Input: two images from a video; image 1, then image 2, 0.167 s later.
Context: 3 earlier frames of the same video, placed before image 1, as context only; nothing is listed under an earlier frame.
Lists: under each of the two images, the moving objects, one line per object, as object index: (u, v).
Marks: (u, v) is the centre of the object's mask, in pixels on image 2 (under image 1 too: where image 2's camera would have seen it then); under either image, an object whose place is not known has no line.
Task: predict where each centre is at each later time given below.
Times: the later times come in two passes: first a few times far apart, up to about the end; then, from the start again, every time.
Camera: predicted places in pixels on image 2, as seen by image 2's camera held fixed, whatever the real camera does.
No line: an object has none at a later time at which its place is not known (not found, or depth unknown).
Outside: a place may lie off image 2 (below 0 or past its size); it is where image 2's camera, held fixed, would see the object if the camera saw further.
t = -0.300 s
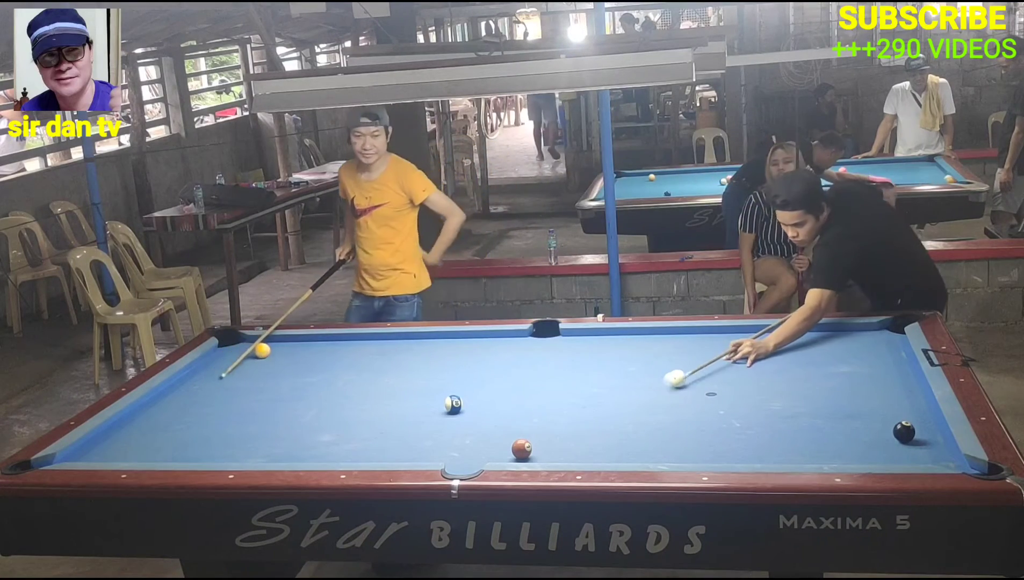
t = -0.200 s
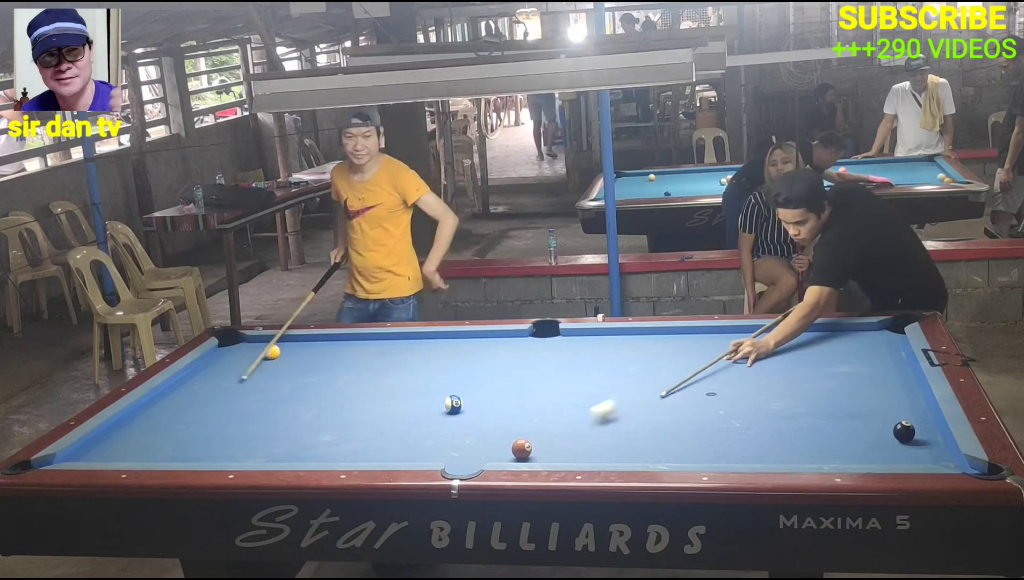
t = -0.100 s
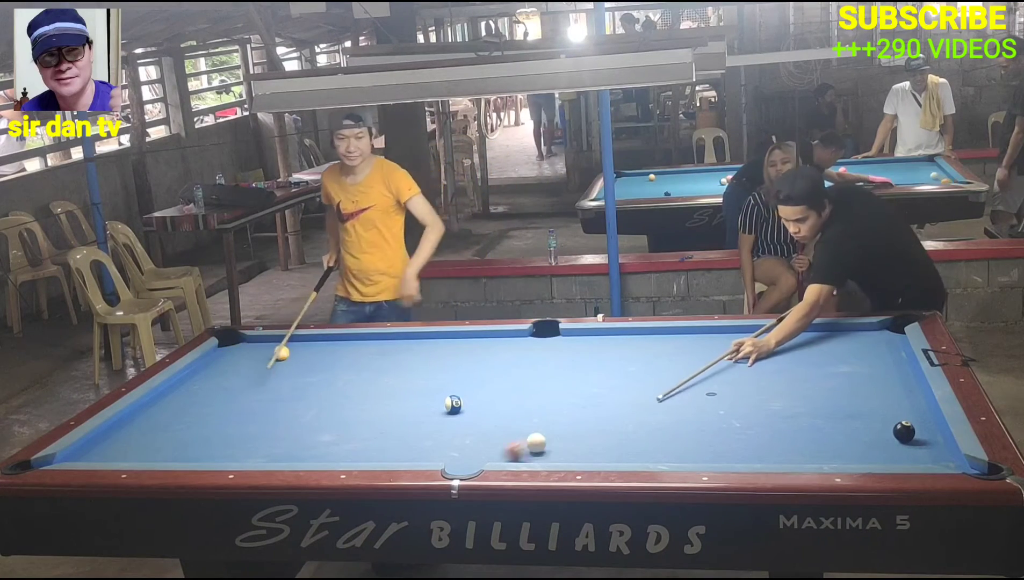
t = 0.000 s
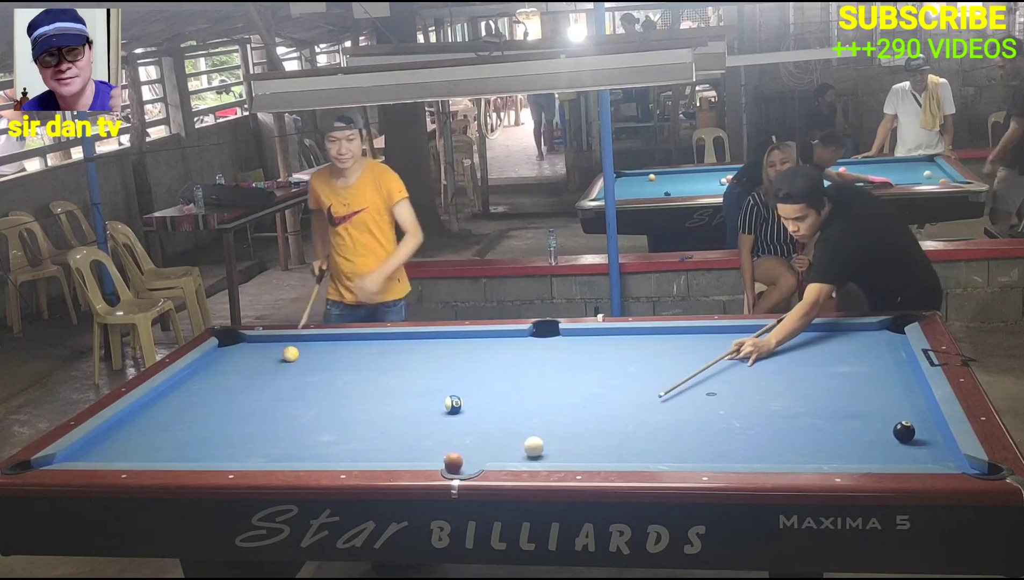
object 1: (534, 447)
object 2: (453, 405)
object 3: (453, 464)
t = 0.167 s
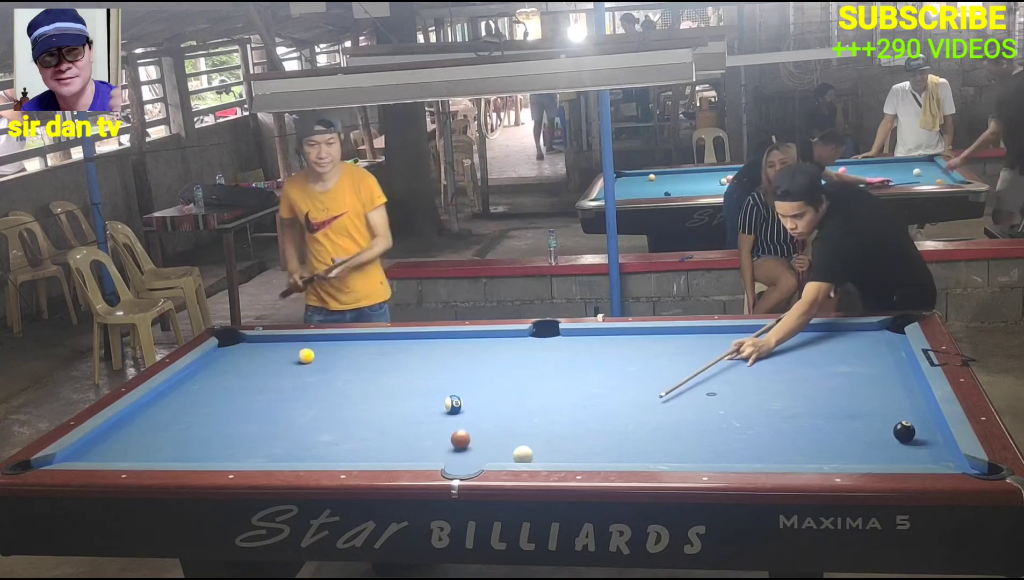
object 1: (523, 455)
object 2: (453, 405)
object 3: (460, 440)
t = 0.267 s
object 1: (517, 457)
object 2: (453, 405)
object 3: (464, 428)
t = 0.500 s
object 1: (528, 455)
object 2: (451, 405)
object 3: (473, 403)
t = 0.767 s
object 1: (543, 451)
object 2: (439, 404)
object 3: (495, 378)
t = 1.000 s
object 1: (554, 446)
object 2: (429, 404)
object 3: (512, 359)
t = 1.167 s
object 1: (561, 443)
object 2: (423, 404)
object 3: (523, 347)
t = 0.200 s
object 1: (521, 456)
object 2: (453, 405)
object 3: (461, 437)
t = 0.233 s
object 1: (519, 456)
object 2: (453, 405)
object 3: (463, 433)
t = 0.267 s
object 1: (517, 457)
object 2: (453, 405)
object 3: (464, 428)
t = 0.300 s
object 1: (516, 458)
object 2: (453, 405)
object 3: (465, 424)
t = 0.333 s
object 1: (518, 457)
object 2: (453, 405)
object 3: (466, 421)
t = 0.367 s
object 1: (521, 457)
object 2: (453, 405)
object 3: (467, 417)
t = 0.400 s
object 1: (522, 456)
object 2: (453, 405)
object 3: (468, 414)
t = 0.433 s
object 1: (525, 456)
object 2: (453, 405)
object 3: (469, 410)
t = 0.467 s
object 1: (526, 456)
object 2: (453, 405)
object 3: (470, 407)
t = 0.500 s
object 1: (528, 455)
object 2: (451, 405)
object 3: (473, 403)
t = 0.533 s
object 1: (530, 455)
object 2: (450, 405)
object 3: (476, 399)
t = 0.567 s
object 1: (532, 454)
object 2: (448, 405)
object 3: (479, 397)
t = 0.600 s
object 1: (534, 454)
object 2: (446, 405)
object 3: (482, 393)
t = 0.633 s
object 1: (536, 453)
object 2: (445, 405)
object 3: (485, 390)
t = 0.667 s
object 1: (538, 453)
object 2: (443, 404)
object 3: (487, 387)
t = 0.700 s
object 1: (540, 452)
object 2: (442, 404)
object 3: (490, 384)
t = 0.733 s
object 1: (541, 452)
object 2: (440, 404)
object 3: (493, 381)
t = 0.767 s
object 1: (543, 451)
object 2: (439, 404)
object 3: (495, 378)
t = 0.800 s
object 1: (545, 450)
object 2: (437, 404)
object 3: (498, 375)
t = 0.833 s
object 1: (546, 449)
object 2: (436, 404)
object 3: (500, 373)
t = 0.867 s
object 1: (548, 449)
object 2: (434, 404)
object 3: (503, 369)
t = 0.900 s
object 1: (549, 448)
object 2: (433, 404)
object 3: (505, 367)
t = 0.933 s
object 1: (551, 447)
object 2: (431, 404)
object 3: (508, 365)
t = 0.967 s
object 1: (553, 447)
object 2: (430, 404)
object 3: (510, 362)
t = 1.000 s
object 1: (554, 446)
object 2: (429, 404)
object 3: (512, 359)
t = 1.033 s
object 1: (555, 445)
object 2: (428, 404)
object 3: (514, 357)
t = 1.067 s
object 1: (557, 445)
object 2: (427, 404)
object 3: (517, 355)
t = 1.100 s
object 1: (558, 444)
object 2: (426, 404)
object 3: (519, 352)
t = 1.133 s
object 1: (560, 443)
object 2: (424, 404)
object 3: (521, 350)
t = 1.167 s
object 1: (561, 443)
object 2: (423, 404)
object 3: (523, 347)
